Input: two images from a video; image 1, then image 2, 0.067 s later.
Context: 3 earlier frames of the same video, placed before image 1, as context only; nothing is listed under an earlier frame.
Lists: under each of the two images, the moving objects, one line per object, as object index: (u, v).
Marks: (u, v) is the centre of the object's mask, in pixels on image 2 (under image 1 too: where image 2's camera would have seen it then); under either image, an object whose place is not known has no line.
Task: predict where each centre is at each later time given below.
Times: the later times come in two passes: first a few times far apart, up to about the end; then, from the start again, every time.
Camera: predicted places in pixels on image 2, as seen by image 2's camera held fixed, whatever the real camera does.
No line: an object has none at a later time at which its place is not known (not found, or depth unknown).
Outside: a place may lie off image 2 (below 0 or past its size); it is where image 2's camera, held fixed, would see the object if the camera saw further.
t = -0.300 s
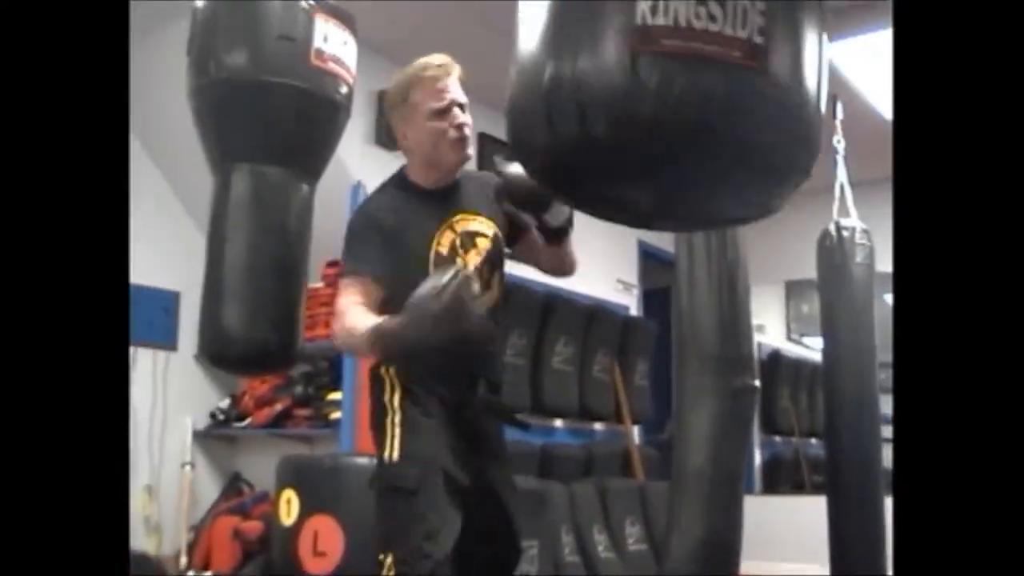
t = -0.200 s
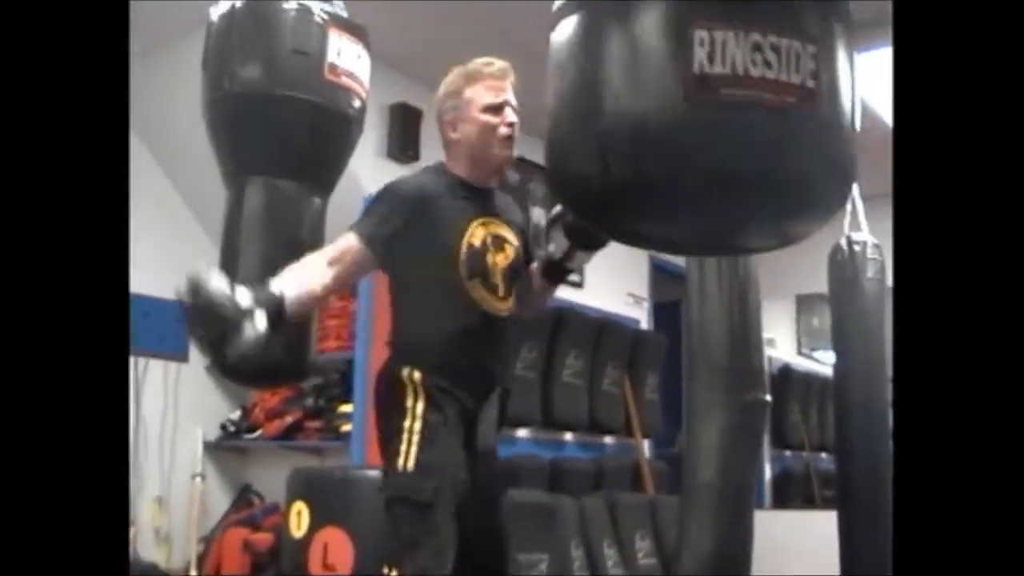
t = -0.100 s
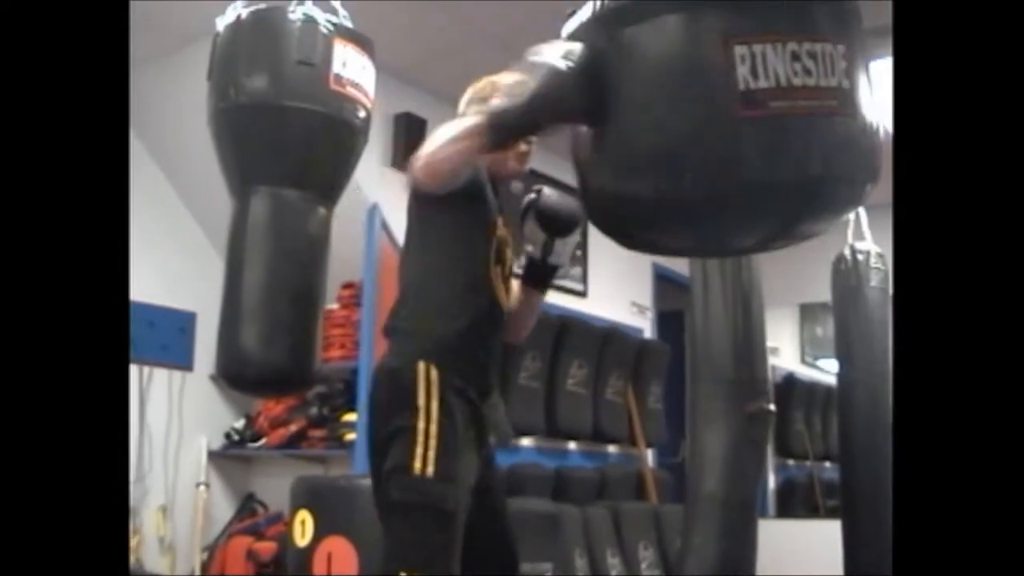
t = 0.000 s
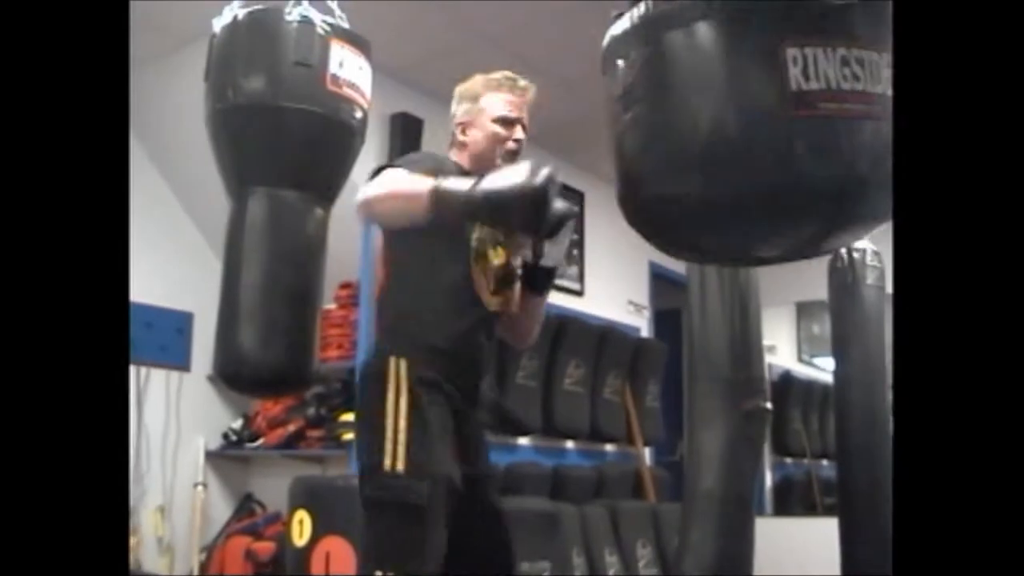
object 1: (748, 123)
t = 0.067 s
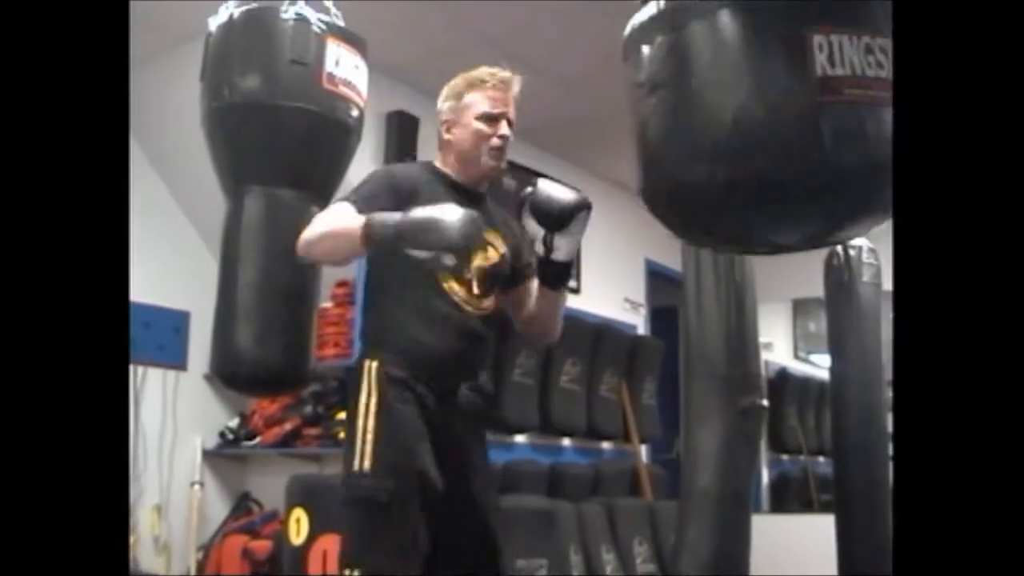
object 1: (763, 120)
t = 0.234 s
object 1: (784, 120)
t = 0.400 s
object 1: (792, 118)
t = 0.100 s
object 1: (769, 119)
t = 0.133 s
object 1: (774, 120)
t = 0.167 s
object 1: (778, 120)
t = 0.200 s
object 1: (781, 122)
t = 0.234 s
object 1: (784, 120)
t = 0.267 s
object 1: (785, 119)
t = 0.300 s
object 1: (788, 118)
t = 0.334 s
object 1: (789, 117)
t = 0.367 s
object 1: (791, 117)
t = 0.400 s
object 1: (792, 118)
